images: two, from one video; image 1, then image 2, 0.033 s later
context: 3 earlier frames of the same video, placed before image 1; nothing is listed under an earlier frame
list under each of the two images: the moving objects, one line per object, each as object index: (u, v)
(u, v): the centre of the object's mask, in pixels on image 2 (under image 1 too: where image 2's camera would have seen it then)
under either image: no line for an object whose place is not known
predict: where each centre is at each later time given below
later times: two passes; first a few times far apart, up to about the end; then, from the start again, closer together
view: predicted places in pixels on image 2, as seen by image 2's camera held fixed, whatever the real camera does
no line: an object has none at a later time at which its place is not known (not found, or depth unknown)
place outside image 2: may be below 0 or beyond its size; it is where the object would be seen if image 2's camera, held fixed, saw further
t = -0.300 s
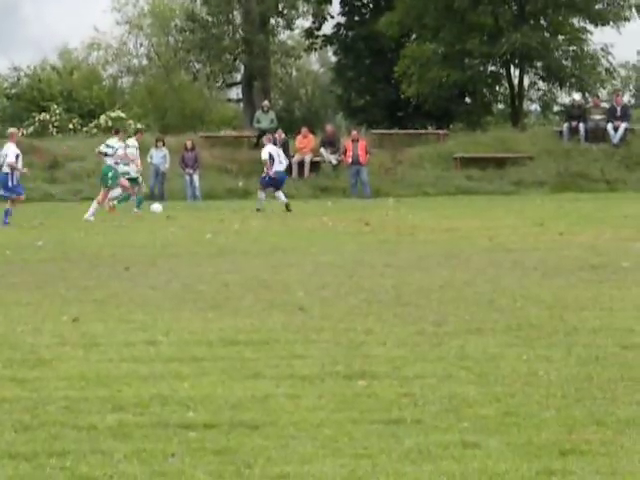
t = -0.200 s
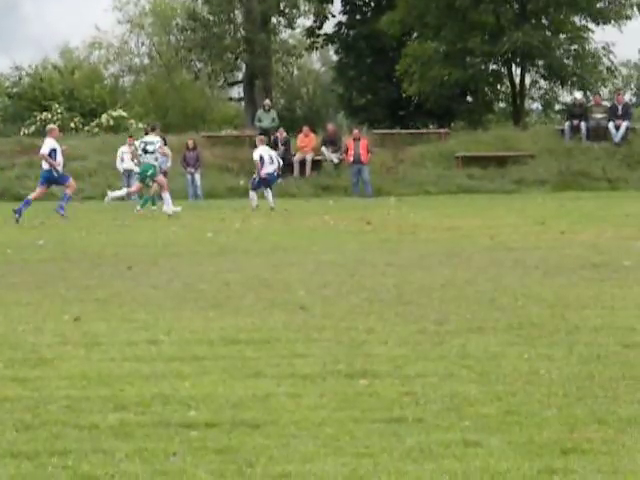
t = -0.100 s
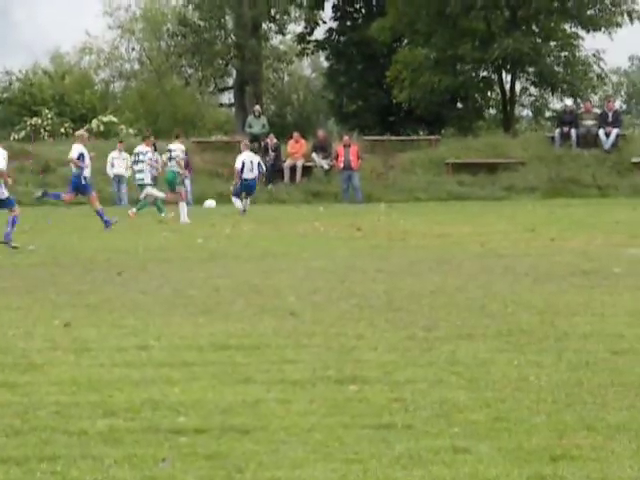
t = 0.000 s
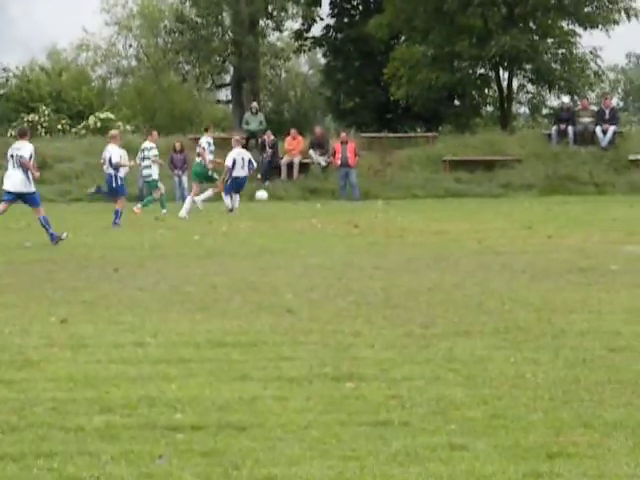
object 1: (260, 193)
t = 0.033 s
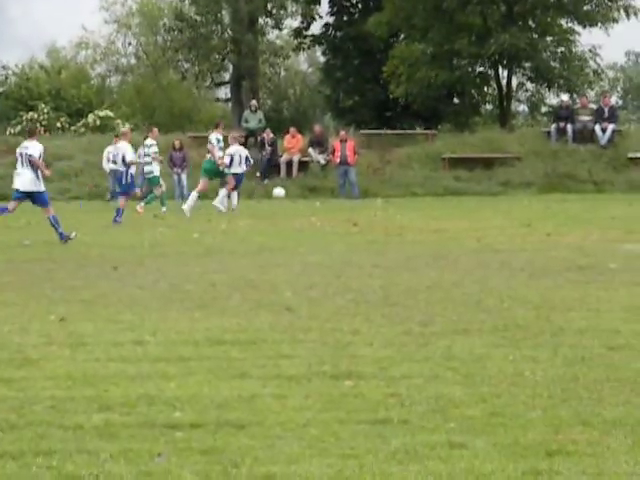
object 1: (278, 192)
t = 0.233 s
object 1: (383, 199)
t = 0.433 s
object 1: (467, 195)
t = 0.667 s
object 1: (547, 189)
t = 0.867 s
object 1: (613, 205)
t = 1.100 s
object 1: (675, 192)
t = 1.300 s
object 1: (729, 204)
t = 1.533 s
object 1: (790, 199)
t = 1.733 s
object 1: (841, 199)
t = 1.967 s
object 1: (898, 201)
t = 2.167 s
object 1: (946, 202)
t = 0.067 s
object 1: (296, 192)
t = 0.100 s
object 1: (314, 192)
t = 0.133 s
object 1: (331, 193)
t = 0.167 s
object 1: (349, 195)
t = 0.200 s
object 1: (366, 197)
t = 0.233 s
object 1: (383, 199)
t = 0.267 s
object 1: (401, 202)
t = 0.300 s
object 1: (418, 206)
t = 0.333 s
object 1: (434, 206)
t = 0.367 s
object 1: (445, 202)
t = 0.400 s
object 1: (456, 198)
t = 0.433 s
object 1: (467, 195)
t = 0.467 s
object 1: (479, 192)
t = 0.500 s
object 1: (490, 190)
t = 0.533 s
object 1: (501, 189)
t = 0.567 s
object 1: (513, 188)
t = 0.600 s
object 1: (524, 188)
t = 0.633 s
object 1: (535, 188)
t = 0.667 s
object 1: (547, 189)
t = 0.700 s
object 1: (558, 190)
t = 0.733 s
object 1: (569, 193)
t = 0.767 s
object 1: (580, 195)
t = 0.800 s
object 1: (591, 198)
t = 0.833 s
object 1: (602, 202)
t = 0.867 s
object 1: (613, 205)
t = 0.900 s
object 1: (622, 202)
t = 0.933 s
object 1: (631, 199)
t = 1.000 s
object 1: (648, 194)
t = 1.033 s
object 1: (657, 194)
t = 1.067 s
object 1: (666, 193)
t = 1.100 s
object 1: (675, 192)
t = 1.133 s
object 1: (684, 193)
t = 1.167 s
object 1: (693, 194)
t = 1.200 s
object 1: (702, 195)
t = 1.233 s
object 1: (711, 197)
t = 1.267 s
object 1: (720, 201)
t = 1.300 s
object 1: (729, 204)
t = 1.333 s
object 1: (738, 203)
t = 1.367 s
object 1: (746, 200)
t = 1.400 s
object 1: (755, 199)
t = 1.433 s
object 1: (764, 198)
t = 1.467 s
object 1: (773, 198)
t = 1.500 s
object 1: (782, 199)
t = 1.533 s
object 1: (790, 199)
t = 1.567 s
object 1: (799, 201)
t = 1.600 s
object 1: (808, 202)
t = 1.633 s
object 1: (817, 203)
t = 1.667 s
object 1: (825, 201)
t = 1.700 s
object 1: (833, 200)
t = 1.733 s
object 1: (841, 199)
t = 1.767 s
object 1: (849, 199)
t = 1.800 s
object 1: (857, 200)
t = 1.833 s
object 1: (865, 201)
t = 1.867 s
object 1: (874, 201)
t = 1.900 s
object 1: (882, 201)
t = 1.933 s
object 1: (890, 201)
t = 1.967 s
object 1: (898, 201)
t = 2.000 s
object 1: (906, 202)
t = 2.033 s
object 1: (914, 202)
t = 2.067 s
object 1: (921, 202)
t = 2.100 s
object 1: (930, 202)
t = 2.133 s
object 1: (937, 202)
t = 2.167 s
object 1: (946, 202)
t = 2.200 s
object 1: (953, 202)
